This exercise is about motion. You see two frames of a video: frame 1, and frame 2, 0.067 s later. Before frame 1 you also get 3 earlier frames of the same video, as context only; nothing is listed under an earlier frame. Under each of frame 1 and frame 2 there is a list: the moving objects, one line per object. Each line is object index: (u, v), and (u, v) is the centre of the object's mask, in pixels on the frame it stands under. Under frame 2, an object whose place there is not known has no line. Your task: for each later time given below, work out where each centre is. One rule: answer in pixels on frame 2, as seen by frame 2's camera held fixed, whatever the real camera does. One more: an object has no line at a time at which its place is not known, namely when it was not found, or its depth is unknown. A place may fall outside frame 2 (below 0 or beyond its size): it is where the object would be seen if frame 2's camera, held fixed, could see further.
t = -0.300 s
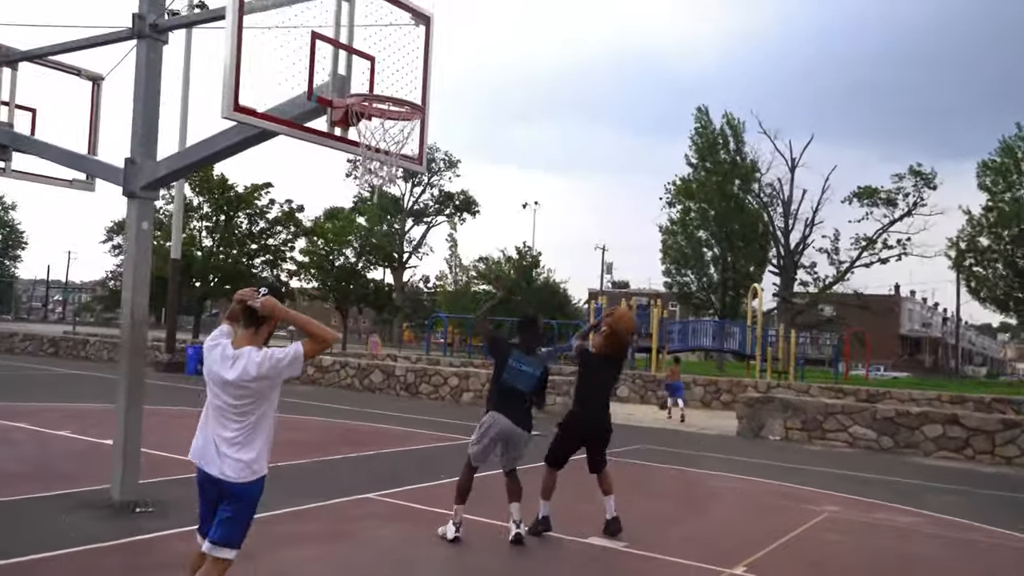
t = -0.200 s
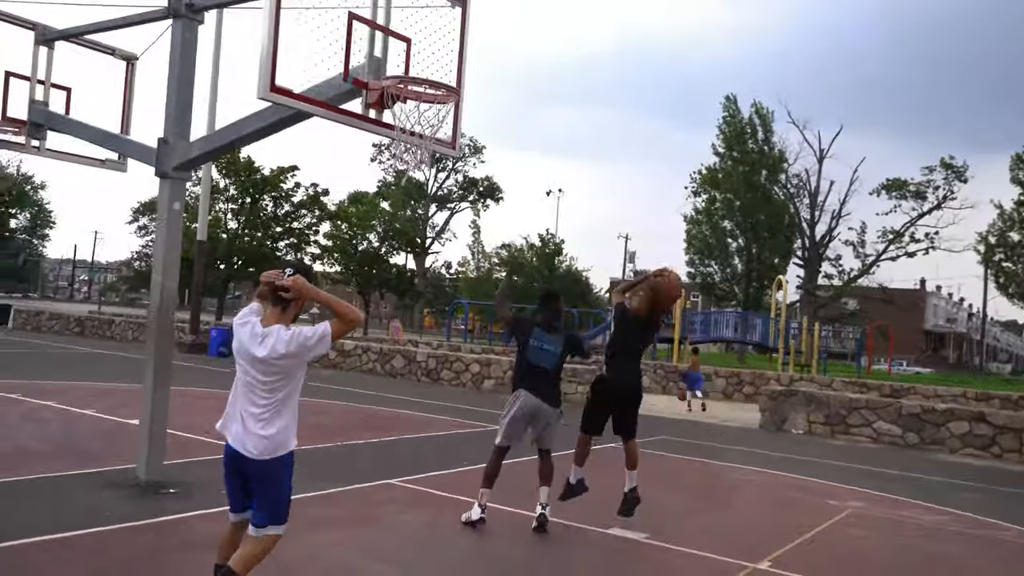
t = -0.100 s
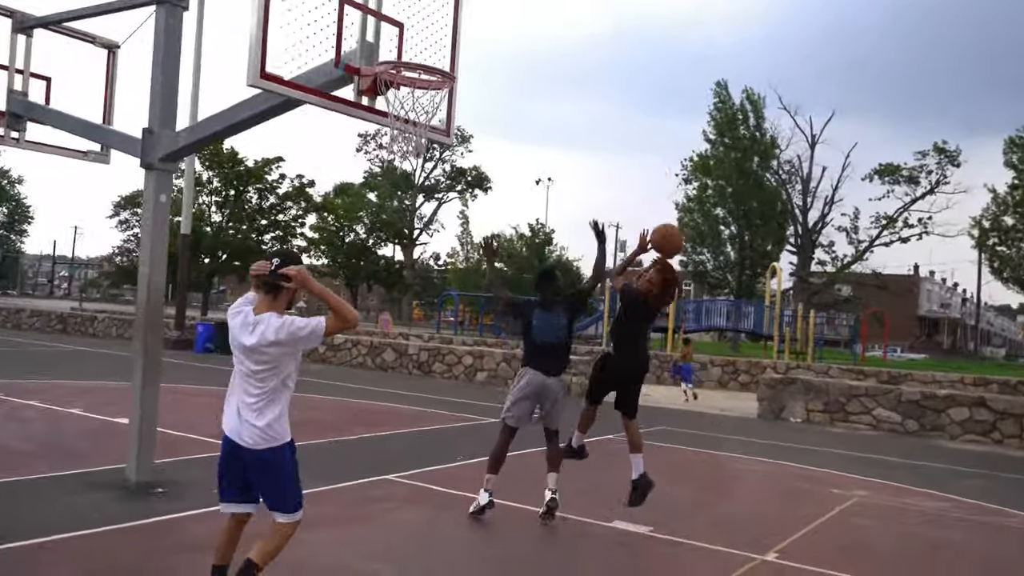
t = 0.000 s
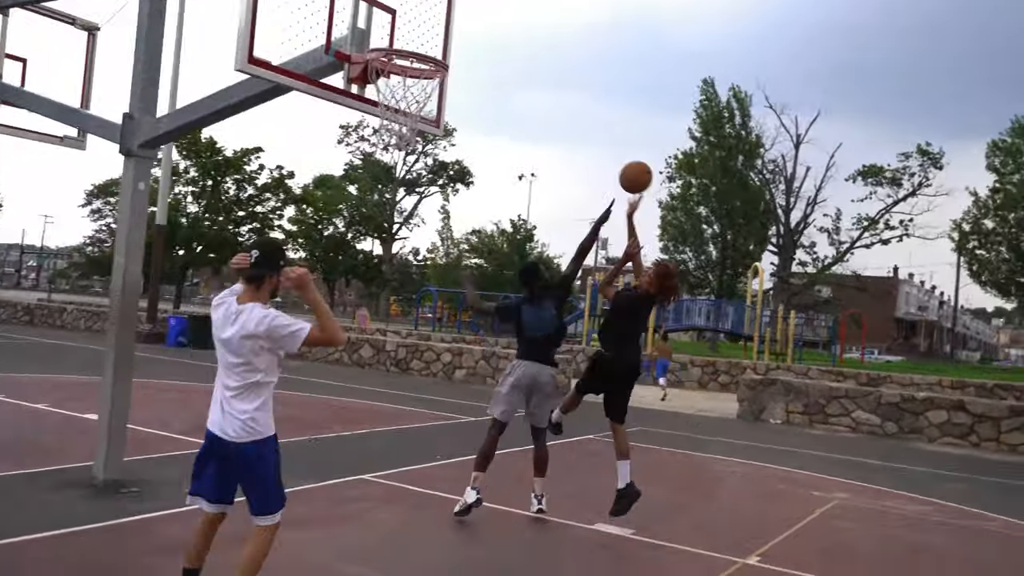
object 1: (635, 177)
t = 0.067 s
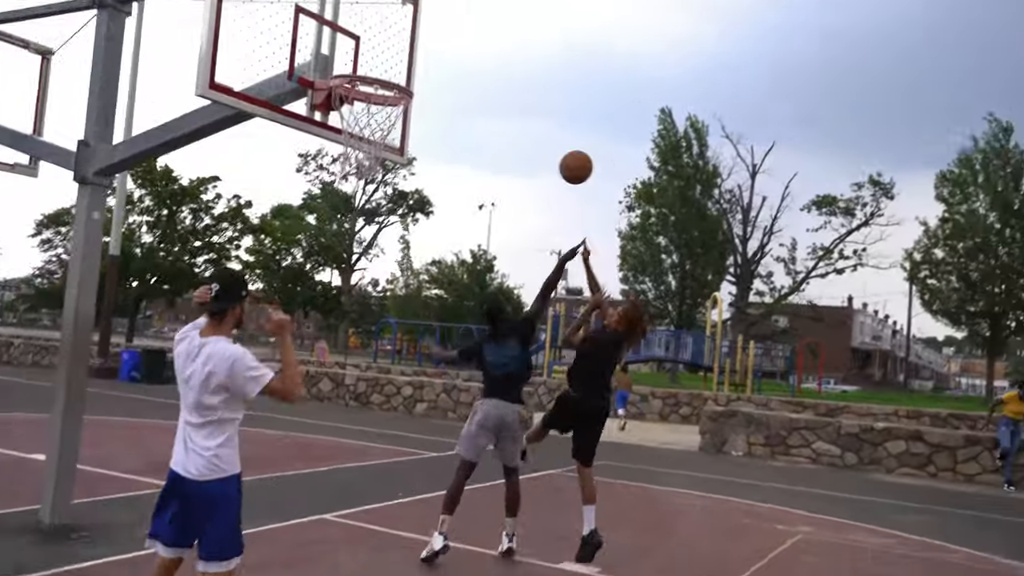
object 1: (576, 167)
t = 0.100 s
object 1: (564, 150)
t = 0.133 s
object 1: (552, 134)
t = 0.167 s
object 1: (540, 119)
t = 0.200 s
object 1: (527, 105)
